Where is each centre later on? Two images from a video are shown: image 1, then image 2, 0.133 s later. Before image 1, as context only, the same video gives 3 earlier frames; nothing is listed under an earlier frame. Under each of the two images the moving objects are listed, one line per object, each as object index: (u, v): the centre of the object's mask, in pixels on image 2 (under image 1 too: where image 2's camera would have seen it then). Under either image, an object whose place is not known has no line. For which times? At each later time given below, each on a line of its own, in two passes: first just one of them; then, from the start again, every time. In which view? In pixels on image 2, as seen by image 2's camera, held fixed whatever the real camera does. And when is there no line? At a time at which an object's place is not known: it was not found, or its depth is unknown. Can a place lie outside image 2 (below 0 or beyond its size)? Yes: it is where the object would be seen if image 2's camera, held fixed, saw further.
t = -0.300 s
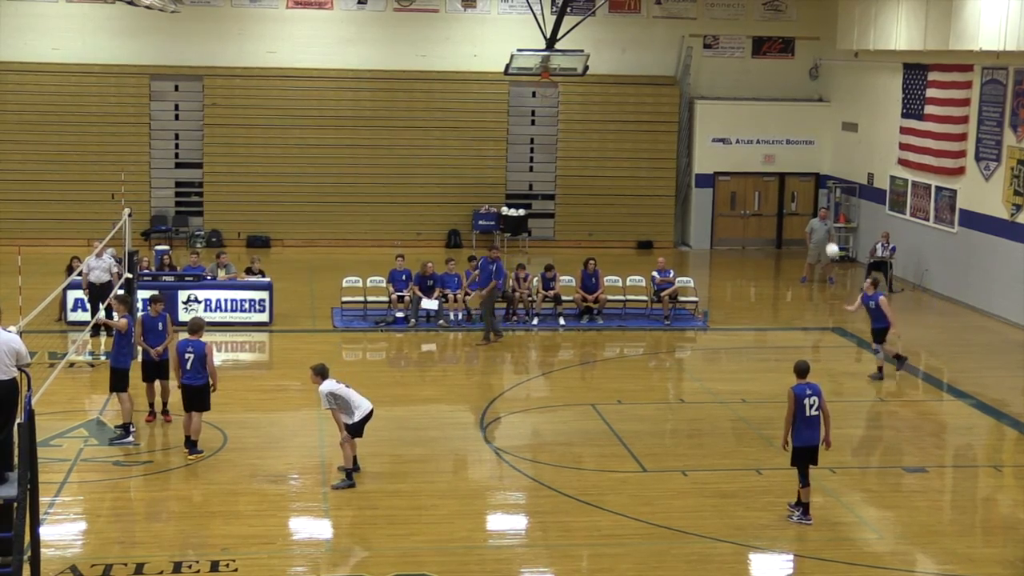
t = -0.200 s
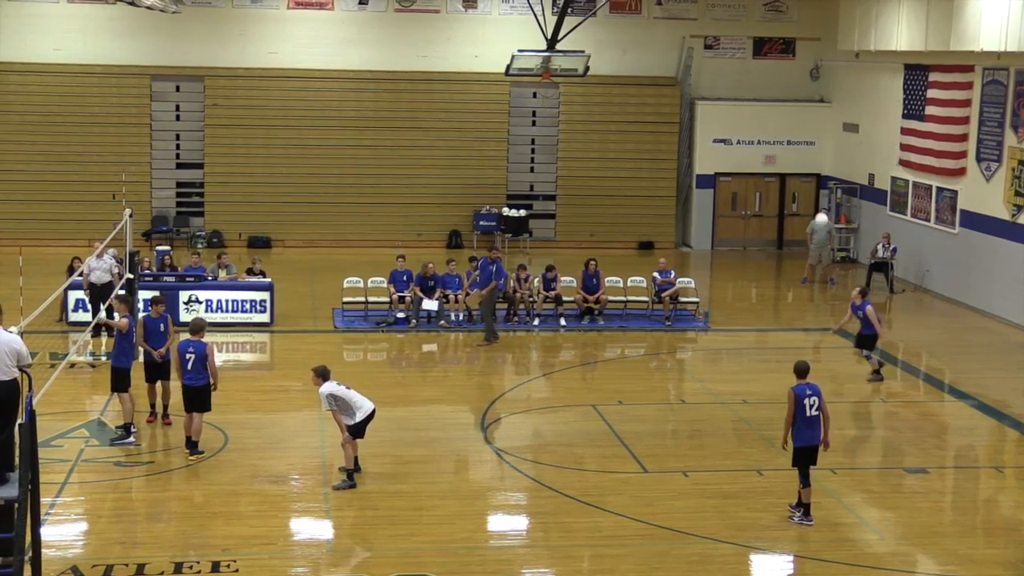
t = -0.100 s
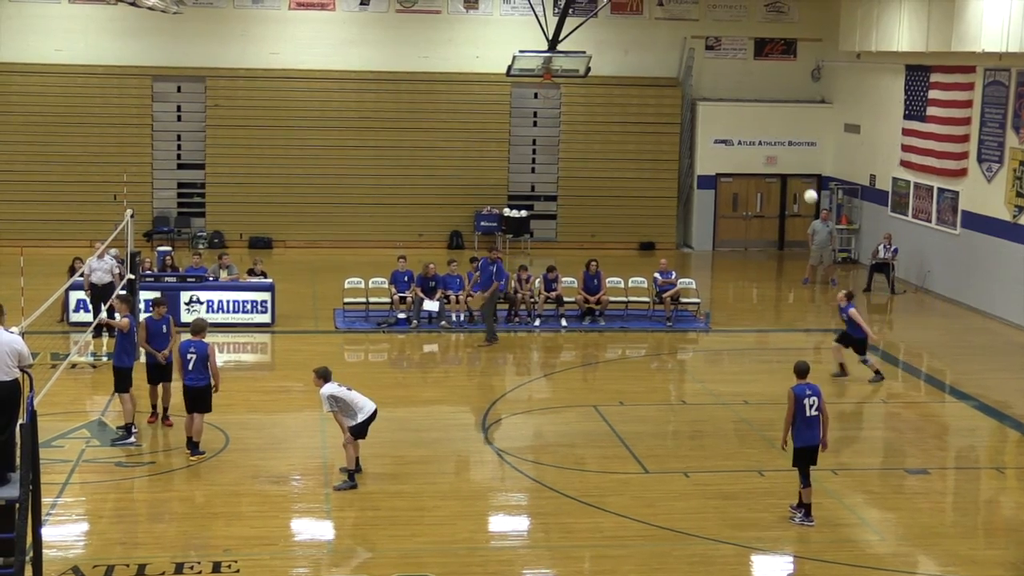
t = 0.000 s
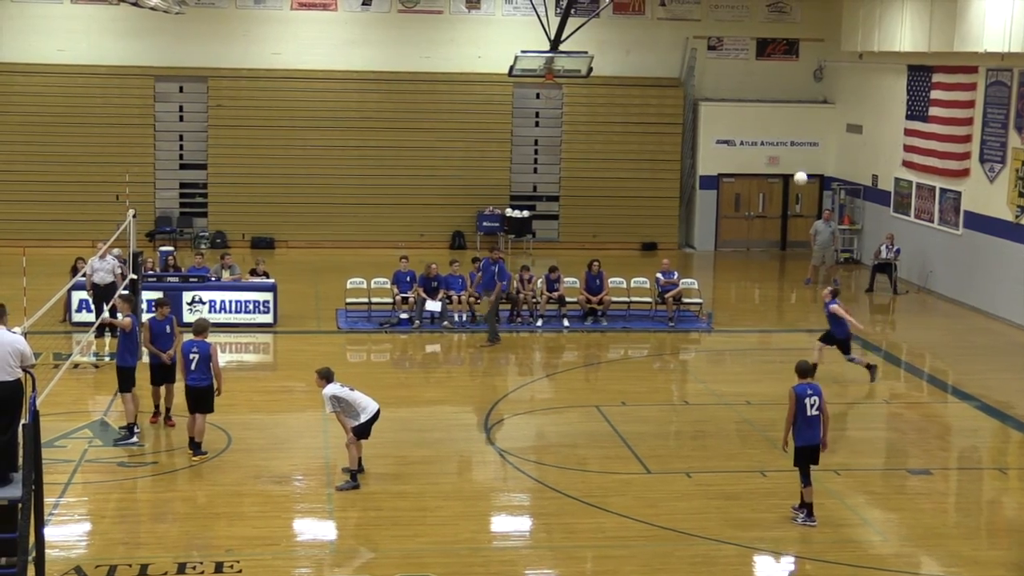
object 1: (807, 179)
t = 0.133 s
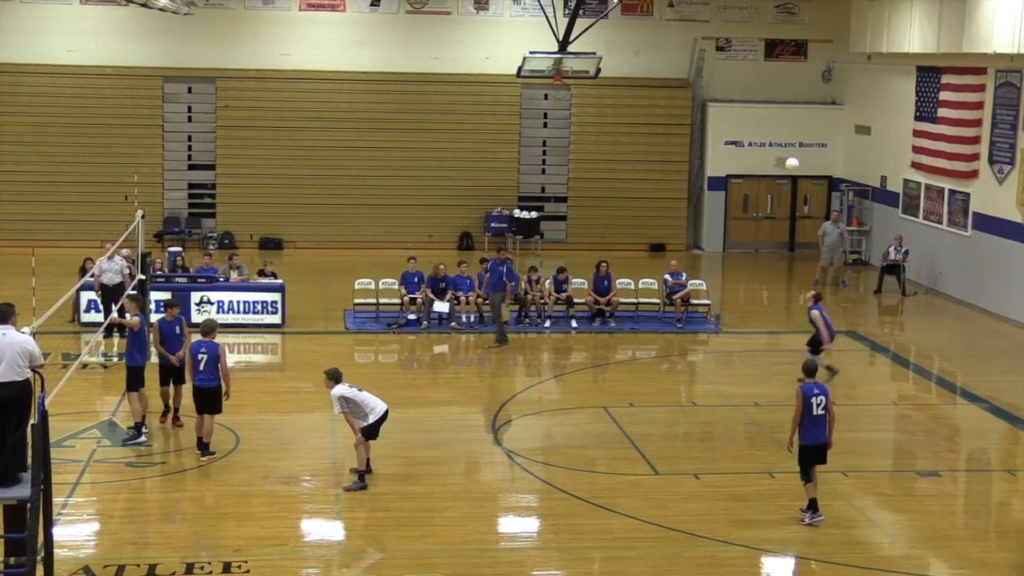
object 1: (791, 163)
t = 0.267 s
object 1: (776, 159)
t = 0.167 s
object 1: (787, 161)
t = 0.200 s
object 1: (784, 160)
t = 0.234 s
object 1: (780, 160)
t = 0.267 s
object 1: (776, 159)
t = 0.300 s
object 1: (773, 159)
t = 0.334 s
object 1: (769, 161)
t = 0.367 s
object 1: (766, 163)
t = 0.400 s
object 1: (763, 164)
